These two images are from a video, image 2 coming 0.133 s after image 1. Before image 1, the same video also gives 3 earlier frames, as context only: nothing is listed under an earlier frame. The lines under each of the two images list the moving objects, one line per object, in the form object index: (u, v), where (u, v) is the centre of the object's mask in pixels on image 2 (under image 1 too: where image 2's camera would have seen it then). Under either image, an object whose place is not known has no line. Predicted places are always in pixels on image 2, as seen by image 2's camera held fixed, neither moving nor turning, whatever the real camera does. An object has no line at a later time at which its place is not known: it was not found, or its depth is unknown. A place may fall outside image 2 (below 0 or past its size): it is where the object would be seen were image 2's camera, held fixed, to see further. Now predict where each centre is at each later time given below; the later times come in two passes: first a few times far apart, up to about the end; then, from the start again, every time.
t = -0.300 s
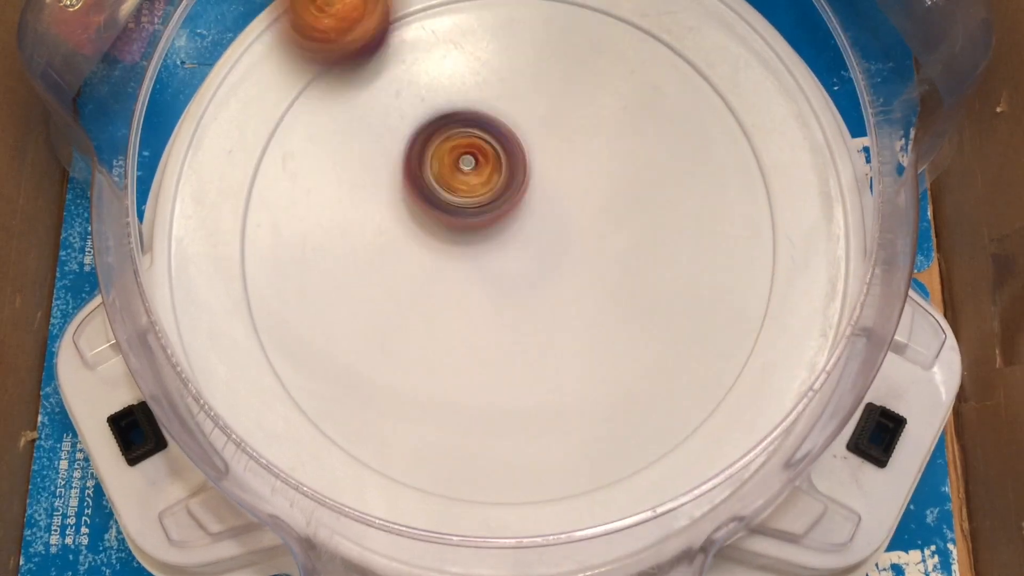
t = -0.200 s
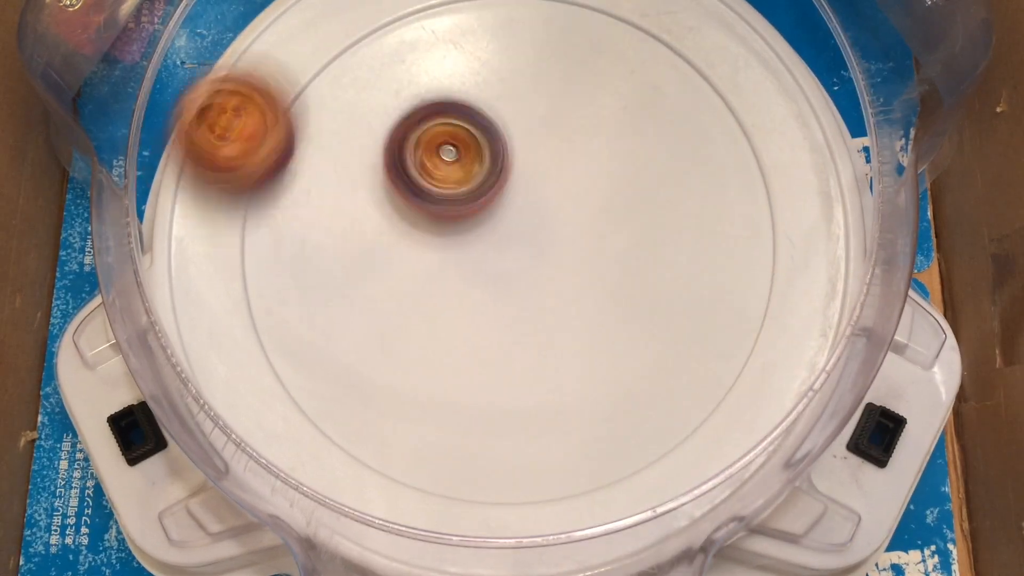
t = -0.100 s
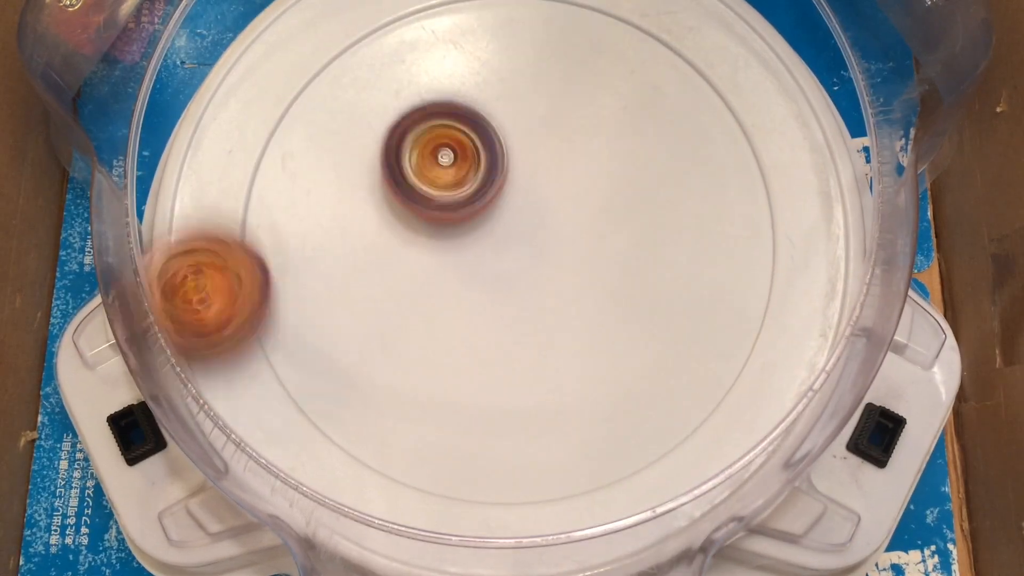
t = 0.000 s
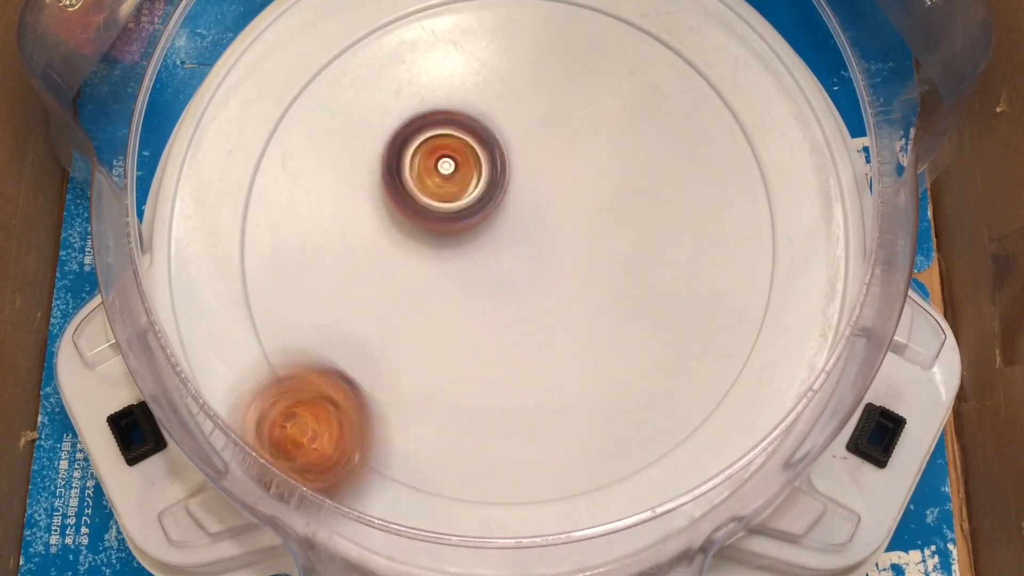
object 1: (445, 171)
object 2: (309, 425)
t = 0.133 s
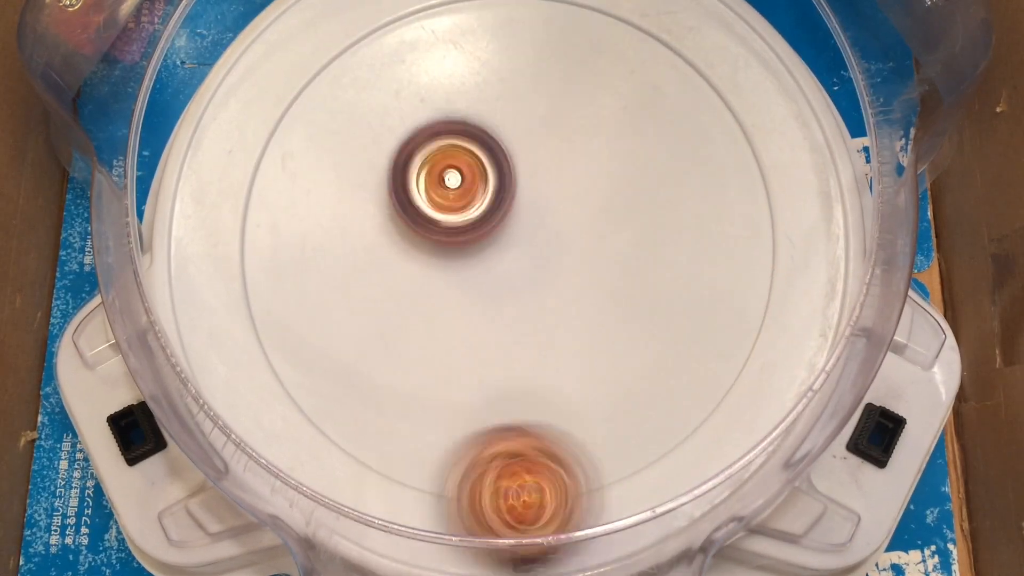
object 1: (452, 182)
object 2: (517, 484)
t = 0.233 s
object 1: (455, 190)
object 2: (668, 410)
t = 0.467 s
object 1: (471, 211)
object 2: (715, 104)
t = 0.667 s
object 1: (505, 242)
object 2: (492, 29)
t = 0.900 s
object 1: (529, 269)
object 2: (310, 218)
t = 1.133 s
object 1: (529, 263)
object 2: (486, 411)
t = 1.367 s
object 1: (520, 255)
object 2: (680, 287)
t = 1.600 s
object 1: (488, 242)
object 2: (587, 90)
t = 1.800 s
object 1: (468, 227)
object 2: (402, 103)
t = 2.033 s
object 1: (471, 221)
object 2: (337, 298)
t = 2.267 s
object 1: (483, 218)
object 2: (539, 384)
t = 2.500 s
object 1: (503, 210)
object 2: (656, 200)
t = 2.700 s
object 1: (521, 212)
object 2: (539, 71)
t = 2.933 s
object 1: (528, 222)
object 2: (342, 148)
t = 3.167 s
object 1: (523, 234)
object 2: (409, 365)
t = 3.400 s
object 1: (511, 246)
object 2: (637, 334)
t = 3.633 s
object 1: (488, 252)
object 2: (650, 139)
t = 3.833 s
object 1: (474, 246)
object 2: (484, 71)
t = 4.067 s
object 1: (470, 232)
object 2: (332, 241)
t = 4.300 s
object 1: (480, 219)
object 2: (471, 405)
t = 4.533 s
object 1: (499, 207)
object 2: (659, 307)
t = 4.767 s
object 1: (515, 210)
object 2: (599, 109)
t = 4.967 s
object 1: (521, 247)
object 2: (435, 59)
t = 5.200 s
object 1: (516, 266)
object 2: (319, 224)
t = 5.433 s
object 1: (504, 254)
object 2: (495, 390)
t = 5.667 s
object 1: (491, 233)
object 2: (672, 295)
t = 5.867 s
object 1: (488, 214)
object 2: (636, 132)
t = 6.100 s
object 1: (495, 227)
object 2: (423, 78)
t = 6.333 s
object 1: (487, 247)
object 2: (318, 230)
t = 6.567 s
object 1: (488, 241)
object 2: (440, 390)
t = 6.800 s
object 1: (496, 240)
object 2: (621, 334)
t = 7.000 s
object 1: (495, 241)
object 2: (622, 174)
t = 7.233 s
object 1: (491, 238)
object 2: (453, 88)
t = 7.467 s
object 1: (487, 236)
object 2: (329, 215)
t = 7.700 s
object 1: (490, 233)
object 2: (451, 358)
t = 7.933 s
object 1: (492, 170)
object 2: (649, 328)
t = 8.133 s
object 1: (491, 116)
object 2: (664, 177)
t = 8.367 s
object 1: (356, 131)
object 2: (637, 125)
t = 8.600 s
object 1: (299, 219)
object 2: (594, 174)
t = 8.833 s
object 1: (405, 307)
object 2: (544, 295)
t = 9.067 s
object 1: (453, 302)
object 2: (572, 363)
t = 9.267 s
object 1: (452, 242)
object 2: (592, 379)
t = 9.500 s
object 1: (485, 189)
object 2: (558, 320)
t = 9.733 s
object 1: (540, 76)
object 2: (464, 379)
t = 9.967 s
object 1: (546, 101)
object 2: (432, 379)
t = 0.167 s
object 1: (453, 185)
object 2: (573, 475)
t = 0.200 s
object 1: (453, 187)
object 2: (624, 446)
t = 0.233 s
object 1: (455, 190)
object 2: (668, 410)
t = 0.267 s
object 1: (457, 193)
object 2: (703, 366)
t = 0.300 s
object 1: (459, 196)
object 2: (733, 320)
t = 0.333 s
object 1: (460, 197)
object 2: (748, 273)
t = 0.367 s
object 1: (462, 199)
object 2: (755, 225)
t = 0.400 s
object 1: (464, 202)
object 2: (750, 182)
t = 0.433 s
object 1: (466, 205)
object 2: (737, 140)
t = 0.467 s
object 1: (471, 211)
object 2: (715, 104)
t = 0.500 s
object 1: (477, 216)
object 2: (689, 72)
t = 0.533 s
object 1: (483, 221)
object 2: (655, 49)
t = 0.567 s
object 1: (489, 227)
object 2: (619, 37)
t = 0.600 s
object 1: (495, 230)
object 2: (576, 31)
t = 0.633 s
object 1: (499, 235)
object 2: (536, 28)
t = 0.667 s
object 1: (505, 242)
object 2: (492, 29)
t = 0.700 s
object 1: (512, 247)
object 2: (451, 36)
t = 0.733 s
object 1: (517, 252)
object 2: (409, 46)
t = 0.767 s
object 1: (521, 256)
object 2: (375, 68)
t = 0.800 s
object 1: (524, 260)
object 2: (346, 101)
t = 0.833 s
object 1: (525, 263)
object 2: (326, 138)
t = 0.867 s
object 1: (527, 267)
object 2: (312, 179)
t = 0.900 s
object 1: (529, 269)
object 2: (310, 218)
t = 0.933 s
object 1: (530, 269)
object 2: (314, 260)
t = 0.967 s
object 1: (530, 268)
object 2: (330, 298)
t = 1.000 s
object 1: (529, 267)
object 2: (352, 333)
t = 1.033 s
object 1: (528, 267)
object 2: (382, 363)
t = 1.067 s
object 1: (529, 267)
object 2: (412, 385)
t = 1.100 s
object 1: (529, 264)
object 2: (451, 403)
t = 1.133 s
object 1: (529, 263)
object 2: (486, 411)
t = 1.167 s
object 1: (527, 261)
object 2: (525, 412)
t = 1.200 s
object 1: (526, 261)
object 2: (559, 404)
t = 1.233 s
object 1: (526, 259)
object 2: (595, 390)
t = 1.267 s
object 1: (525, 258)
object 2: (622, 371)
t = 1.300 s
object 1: (524, 256)
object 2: (650, 346)
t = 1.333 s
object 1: (522, 255)
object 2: (666, 321)
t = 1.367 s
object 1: (520, 255)
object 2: (680, 287)
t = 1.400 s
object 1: (518, 254)
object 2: (688, 254)
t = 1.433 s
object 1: (516, 252)
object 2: (685, 220)
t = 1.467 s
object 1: (513, 250)
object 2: (678, 187)
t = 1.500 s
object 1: (507, 248)
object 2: (662, 158)
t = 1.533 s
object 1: (499, 246)
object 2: (641, 130)
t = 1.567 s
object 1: (494, 244)
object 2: (618, 109)
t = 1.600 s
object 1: (488, 242)
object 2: (587, 90)
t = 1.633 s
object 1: (482, 238)
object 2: (556, 77)
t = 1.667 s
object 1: (476, 236)
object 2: (522, 71)
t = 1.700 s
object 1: (472, 235)
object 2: (488, 70)
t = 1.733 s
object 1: (471, 233)
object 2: (457, 77)
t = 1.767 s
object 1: (470, 230)
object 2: (427, 88)
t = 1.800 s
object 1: (468, 227)
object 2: (402, 103)
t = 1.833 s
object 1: (466, 227)
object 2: (377, 123)
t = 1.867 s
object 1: (466, 226)
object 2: (358, 146)
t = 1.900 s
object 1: (467, 225)
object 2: (341, 174)
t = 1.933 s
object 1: (468, 223)
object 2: (330, 202)
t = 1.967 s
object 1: (468, 222)
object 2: (325, 237)
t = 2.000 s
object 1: (470, 222)
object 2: (327, 265)
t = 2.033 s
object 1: (471, 221)
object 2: (337, 298)
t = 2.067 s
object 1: (473, 219)
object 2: (352, 327)
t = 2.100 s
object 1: (474, 219)
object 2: (374, 350)
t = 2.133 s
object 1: (475, 220)
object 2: (400, 372)
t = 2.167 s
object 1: (478, 219)
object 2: (432, 384)
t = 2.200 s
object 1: (480, 218)
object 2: (468, 393)
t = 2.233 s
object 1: (481, 217)
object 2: (502, 393)
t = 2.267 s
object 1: (483, 218)
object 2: (539, 384)
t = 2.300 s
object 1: (486, 217)
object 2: (571, 371)
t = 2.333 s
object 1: (489, 215)
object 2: (597, 351)
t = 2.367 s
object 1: (491, 213)
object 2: (625, 322)
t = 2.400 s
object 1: (493, 214)
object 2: (641, 297)
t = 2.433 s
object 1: (497, 213)
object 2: (652, 266)
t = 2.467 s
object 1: (501, 211)
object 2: (659, 228)
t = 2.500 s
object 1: (503, 210)
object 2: (656, 200)
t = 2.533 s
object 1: (506, 211)
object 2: (647, 169)
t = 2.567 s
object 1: (510, 210)
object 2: (633, 140)
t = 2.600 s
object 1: (513, 210)
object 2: (616, 118)
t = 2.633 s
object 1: (514, 210)
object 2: (591, 96)
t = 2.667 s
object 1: (518, 212)
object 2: (566, 80)
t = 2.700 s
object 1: (521, 212)
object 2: (539, 71)
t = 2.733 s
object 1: (523, 213)
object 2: (508, 65)
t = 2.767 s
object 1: (523, 214)
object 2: (478, 64)
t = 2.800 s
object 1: (525, 217)
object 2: (445, 70)
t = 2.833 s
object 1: (527, 217)
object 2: (414, 82)
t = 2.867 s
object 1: (527, 218)
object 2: (387, 99)
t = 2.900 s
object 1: (527, 220)
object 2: (363, 120)
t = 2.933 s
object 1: (528, 222)
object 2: (342, 148)
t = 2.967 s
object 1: (528, 222)
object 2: (330, 179)
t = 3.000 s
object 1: (526, 224)
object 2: (323, 216)
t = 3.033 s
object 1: (526, 227)
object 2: (324, 248)
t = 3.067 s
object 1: (527, 227)
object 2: (335, 284)
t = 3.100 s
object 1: (525, 228)
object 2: (352, 316)
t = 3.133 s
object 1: (523, 231)
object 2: (377, 342)
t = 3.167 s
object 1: (523, 234)
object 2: (409, 365)
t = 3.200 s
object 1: (522, 234)
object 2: (442, 382)
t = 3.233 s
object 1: (519, 237)
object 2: (480, 389)
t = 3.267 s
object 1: (518, 239)
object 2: (519, 390)
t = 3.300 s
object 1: (518, 240)
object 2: (552, 386)
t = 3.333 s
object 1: (515, 242)
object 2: (582, 373)
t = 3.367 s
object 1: (512, 244)
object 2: (611, 355)
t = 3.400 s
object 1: (511, 246)
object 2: (637, 334)
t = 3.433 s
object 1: (507, 247)
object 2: (654, 311)
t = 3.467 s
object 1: (504, 249)
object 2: (668, 283)
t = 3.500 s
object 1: (502, 251)
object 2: (678, 252)
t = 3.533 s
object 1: (498, 250)
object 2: (681, 223)
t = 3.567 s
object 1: (493, 251)
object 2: (676, 195)
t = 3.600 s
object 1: (491, 253)
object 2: (665, 167)
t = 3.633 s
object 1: (488, 252)
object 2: (650, 139)
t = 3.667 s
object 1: (484, 251)
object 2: (632, 117)
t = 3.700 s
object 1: (481, 251)
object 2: (608, 98)
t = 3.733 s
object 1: (480, 250)
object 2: (579, 83)
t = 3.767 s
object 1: (476, 248)
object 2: (548, 73)
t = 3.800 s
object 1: (474, 248)
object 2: (518, 69)
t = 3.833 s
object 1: (474, 246)
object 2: (484, 71)
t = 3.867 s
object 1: (471, 243)
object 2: (448, 82)
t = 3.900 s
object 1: (470, 243)
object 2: (419, 95)
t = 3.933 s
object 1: (471, 241)
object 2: (390, 118)
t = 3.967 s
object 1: (469, 238)
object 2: (367, 144)
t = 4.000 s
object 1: (469, 237)
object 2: (347, 173)
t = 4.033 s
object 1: (471, 235)
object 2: (337, 205)
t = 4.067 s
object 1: (470, 232)
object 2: (332, 241)
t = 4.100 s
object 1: (471, 232)
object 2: (333, 274)
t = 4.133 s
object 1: (473, 229)
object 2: (342, 303)
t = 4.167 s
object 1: (474, 227)
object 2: (359, 333)
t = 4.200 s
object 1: (475, 226)
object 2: (381, 359)
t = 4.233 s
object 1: (478, 223)
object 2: (405, 380)
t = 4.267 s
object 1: (478, 219)
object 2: (436, 395)
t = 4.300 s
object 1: (480, 219)
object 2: (471, 405)
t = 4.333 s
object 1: (483, 216)
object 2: (505, 409)
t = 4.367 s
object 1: (485, 213)
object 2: (536, 405)
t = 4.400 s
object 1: (487, 214)
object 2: (567, 394)
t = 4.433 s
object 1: (490, 211)
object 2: (598, 377)
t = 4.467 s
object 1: (492, 209)
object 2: (626, 356)
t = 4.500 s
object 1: (496, 209)
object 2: (645, 332)
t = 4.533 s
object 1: (499, 207)
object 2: (659, 307)
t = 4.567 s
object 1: (500, 206)
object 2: (668, 274)
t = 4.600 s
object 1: (504, 207)
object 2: (671, 243)
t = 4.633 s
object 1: (507, 205)
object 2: (667, 210)
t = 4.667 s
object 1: (508, 208)
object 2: (658, 180)
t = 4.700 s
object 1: (512, 208)
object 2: (643, 154)
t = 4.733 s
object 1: (513, 207)
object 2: (623, 130)
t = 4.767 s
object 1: (515, 210)
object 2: (599, 109)
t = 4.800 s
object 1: (516, 212)
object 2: (570, 91)
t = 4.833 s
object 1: (513, 219)
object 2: (545, 72)
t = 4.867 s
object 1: (514, 228)
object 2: (520, 59)
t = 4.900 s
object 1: (516, 234)
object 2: (493, 54)
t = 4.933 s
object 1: (517, 241)
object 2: (464, 55)
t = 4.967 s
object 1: (521, 247)
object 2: (435, 59)
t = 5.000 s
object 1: (522, 252)
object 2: (407, 70)
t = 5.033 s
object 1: (522, 258)
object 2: (383, 85)
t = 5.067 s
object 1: (523, 259)
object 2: (361, 106)
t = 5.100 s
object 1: (522, 263)
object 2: (343, 129)
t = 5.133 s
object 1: (522, 265)
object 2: (328, 159)
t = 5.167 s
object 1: (519, 264)
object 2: (320, 192)
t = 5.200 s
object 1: (516, 266)
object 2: (319, 224)
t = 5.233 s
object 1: (515, 264)
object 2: (328, 259)
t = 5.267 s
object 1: (512, 264)
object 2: (344, 292)
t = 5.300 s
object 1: (511, 263)
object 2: (367, 322)
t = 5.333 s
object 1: (508, 261)
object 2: (393, 346)
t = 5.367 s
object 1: (504, 261)
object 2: (428, 365)
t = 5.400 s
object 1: (505, 257)
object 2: (460, 381)
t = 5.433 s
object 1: (504, 254)
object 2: (495, 390)
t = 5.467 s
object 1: (506, 250)
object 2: (530, 392)
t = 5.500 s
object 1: (504, 247)
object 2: (561, 388)
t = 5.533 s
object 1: (502, 246)
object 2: (590, 379)
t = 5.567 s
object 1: (499, 242)
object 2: (617, 363)
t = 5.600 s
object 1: (496, 240)
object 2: (640, 342)
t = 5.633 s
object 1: (494, 236)
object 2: (658, 320)
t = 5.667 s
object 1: (491, 233)
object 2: (672, 295)
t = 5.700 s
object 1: (491, 230)
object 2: (681, 268)
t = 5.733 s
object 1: (489, 226)
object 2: (684, 237)
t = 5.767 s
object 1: (487, 224)
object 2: (680, 207)
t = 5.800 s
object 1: (487, 220)
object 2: (671, 179)
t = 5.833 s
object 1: (486, 218)
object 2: (656, 154)
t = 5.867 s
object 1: (488, 214)
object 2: (636, 132)
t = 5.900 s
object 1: (488, 212)
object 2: (611, 112)
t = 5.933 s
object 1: (491, 210)
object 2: (582, 96)
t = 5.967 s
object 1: (491, 208)
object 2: (552, 85)
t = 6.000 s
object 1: (494, 208)
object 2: (518, 81)
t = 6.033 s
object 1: (493, 210)
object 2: (485, 79)
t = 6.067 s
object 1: (494, 220)
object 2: (452, 76)
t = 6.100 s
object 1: (495, 227)
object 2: (423, 78)
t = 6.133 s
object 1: (494, 234)
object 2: (397, 87)
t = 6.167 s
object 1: (495, 239)
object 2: (375, 101)
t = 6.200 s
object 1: (492, 240)
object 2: (355, 121)
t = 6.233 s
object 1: (492, 242)
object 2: (339, 143)
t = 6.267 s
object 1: (490, 244)
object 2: (327, 170)
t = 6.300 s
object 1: (489, 246)
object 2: (319, 199)
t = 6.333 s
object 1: (487, 247)
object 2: (318, 230)
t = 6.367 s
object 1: (484, 250)
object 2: (323, 260)
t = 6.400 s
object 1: (483, 250)
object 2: (335, 289)
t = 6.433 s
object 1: (480, 252)
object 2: (351, 315)
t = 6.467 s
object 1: (479, 252)
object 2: (374, 336)
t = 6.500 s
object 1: (480, 249)
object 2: (394, 357)
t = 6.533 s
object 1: (486, 243)
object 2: (414, 376)
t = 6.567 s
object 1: (488, 241)
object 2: (440, 390)
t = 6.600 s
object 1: (492, 237)
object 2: (469, 399)
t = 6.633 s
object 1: (492, 237)
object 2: (500, 400)
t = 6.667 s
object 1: (495, 237)
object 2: (530, 397)
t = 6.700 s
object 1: (494, 238)
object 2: (558, 387)
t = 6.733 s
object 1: (496, 238)
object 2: (583, 374)
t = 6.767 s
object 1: (494, 239)
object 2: (604, 355)
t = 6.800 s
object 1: (496, 240)
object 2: (621, 334)
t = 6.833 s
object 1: (495, 240)
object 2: (634, 309)
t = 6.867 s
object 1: (496, 241)
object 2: (643, 282)
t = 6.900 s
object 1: (495, 240)
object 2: (645, 255)
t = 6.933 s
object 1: (496, 241)
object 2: (643, 227)
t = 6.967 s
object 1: (495, 240)
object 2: (635, 200)
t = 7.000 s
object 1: (495, 241)
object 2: (622, 174)
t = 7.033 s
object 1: (494, 240)
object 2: (605, 151)
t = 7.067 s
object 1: (493, 241)
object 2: (584, 130)
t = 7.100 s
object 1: (493, 239)
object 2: (561, 112)
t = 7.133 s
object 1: (492, 241)
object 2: (535, 99)
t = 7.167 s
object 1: (492, 239)
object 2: (509, 90)
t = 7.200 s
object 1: (490, 241)
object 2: (480, 87)
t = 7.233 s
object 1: (491, 238)
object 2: (453, 88)
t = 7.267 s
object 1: (489, 239)
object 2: (427, 94)
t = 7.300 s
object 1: (490, 237)
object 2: (401, 104)
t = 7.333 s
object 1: (488, 238)
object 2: (379, 119)
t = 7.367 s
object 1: (489, 236)
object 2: (360, 138)
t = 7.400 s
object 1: (487, 237)
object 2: (345, 161)
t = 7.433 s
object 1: (489, 235)
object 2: (334, 187)
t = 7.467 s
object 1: (487, 236)
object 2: (329, 215)
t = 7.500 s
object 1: (489, 234)
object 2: (331, 243)
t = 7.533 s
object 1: (488, 235)
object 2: (339, 270)
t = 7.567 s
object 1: (489, 233)
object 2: (353, 294)
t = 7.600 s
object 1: (488, 235)
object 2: (372, 316)
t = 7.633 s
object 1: (490, 233)
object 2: (395, 334)
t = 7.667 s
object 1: (489, 234)
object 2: (423, 348)
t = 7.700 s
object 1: (490, 233)
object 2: (451, 358)
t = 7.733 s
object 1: (489, 234)
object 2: (483, 362)
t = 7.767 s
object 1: (491, 233)
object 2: (515, 360)
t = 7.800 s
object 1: (492, 226)
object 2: (547, 363)
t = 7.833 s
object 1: (490, 212)
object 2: (575, 363)
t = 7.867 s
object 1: (491, 200)
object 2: (602, 356)
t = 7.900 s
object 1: (491, 184)
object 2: (628, 344)
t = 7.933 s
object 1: (492, 170)
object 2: (649, 328)
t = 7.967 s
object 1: (492, 154)
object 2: (666, 308)
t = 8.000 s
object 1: (491, 142)
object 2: (679, 284)
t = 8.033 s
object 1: (490, 129)
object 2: (686, 258)
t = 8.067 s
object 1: (490, 124)
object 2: (686, 230)
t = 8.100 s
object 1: (490, 118)
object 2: (678, 202)
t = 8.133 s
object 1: (491, 116)
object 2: (664, 177)
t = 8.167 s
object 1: (490, 117)
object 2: (645, 155)
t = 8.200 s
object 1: (492, 121)
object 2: (622, 137)
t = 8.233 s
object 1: (480, 121)
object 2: (608, 126)
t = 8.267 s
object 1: (458, 121)
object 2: (605, 122)
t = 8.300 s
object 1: (417, 120)
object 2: (623, 123)
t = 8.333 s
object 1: (382, 124)
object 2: (633, 124)
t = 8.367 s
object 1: (356, 131)
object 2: (637, 125)
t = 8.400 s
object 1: (336, 137)
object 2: (637, 129)
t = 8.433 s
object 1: (323, 148)
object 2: (633, 134)
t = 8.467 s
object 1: (309, 157)
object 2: (627, 139)
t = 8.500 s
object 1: (303, 170)
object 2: (621, 144)
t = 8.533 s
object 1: (295, 185)
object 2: (612, 151)
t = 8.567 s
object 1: (296, 200)
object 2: (603, 161)
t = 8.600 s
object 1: (299, 219)
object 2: (594, 174)
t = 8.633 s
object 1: (308, 236)
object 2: (585, 190)
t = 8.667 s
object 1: (320, 253)
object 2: (578, 207)
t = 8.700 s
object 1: (332, 265)
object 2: (571, 222)
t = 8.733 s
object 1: (350, 280)
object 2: (562, 239)
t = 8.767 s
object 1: (365, 290)
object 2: (555, 258)
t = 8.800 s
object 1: (386, 298)
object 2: (548, 276)
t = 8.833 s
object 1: (405, 307)
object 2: (544, 295)
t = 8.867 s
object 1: (414, 307)
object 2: (549, 309)
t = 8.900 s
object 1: (418, 308)
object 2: (560, 322)
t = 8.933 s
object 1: (419, 308)
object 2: (565, 336)
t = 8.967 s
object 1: (431, 308)
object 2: (569, 348)
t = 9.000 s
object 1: (439, 306)
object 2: (572, 356)
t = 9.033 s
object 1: (445, 302)
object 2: (572, 360)
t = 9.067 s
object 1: (453, 302)
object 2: (572, 363)
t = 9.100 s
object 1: (457, 299)
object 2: (572, 366)
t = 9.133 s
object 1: (462, 293)
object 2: (571, 364)
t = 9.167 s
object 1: (459, 281)
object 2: (579, 371)
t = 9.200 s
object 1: (455, 270)
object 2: (585, 376)
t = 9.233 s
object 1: (453, 252)
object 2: (590, 380)
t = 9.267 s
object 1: (452, 242)
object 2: (592, 379)
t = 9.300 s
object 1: (455, 235)
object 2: (591, 374)
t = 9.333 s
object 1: (460, 222)
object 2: (588, 369)
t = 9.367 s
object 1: (463, 216)
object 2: (586, 361)
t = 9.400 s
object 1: (469, 208)
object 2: (583, 353)
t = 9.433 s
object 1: (475, 198)
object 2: (575, 341)
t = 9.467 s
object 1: (479, 194)
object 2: (566, 332)
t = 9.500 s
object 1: (485, 189)
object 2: (558, 320)
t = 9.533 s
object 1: (490, 182)
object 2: (546, 307)
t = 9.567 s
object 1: (497, 180)
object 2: (531, 298)
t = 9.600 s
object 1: (509, 155)
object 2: (514, 322)
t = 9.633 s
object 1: (513, 127)
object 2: (499, 339)
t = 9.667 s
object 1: (523, 99)
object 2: (485, 356)
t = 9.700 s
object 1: (531, 83)
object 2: (474, 368)
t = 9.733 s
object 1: (540, 76)
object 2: (464, 379)
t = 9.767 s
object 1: (541, 71)
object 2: (457, 386)
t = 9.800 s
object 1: (546, 69)
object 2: (450, 390)
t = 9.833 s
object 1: (547, 73)
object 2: (445, 394)
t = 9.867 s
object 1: (545, 75)
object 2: (440, 392)
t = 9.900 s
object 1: (546, 80)
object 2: (436, 391)
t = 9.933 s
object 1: (546, 87)
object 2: (436, 386)
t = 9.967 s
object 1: (546, 101)
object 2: (432, 379)
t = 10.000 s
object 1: (544, 116)
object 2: (432, 369)
